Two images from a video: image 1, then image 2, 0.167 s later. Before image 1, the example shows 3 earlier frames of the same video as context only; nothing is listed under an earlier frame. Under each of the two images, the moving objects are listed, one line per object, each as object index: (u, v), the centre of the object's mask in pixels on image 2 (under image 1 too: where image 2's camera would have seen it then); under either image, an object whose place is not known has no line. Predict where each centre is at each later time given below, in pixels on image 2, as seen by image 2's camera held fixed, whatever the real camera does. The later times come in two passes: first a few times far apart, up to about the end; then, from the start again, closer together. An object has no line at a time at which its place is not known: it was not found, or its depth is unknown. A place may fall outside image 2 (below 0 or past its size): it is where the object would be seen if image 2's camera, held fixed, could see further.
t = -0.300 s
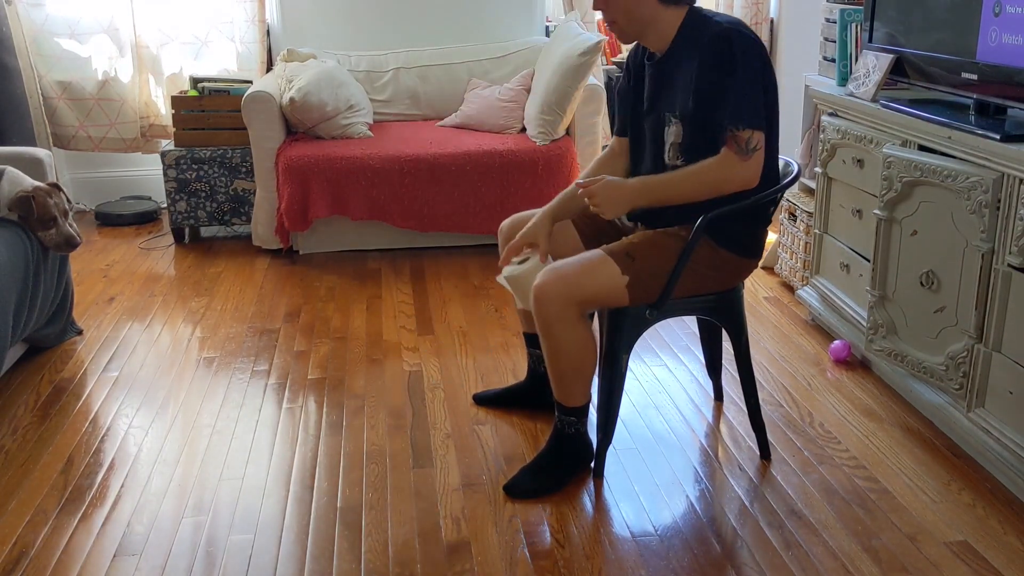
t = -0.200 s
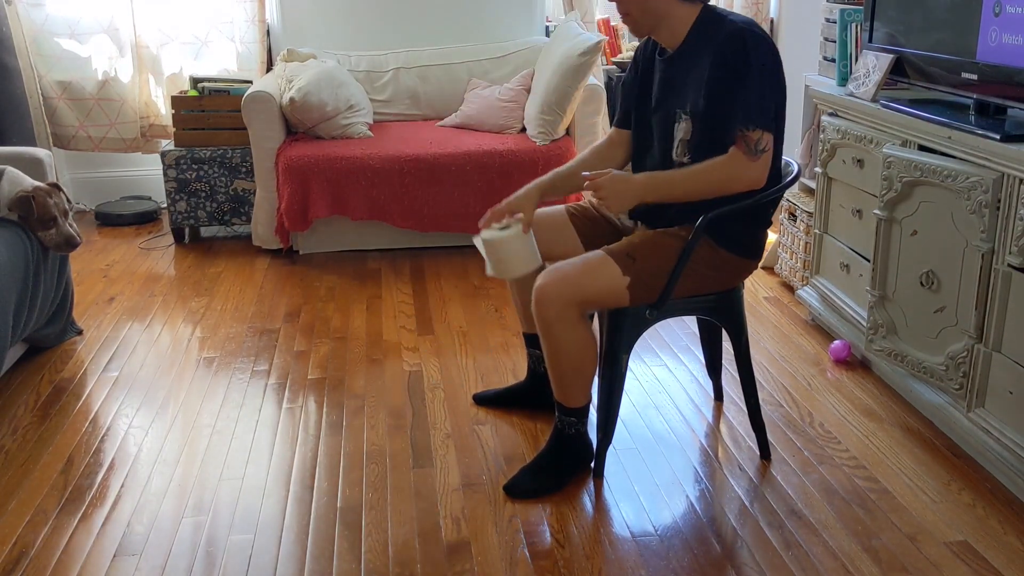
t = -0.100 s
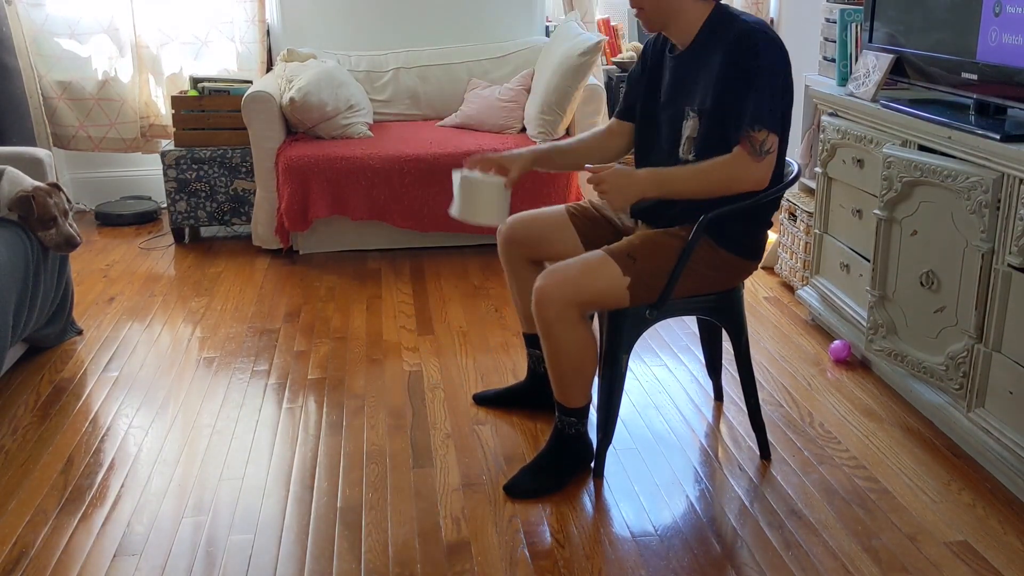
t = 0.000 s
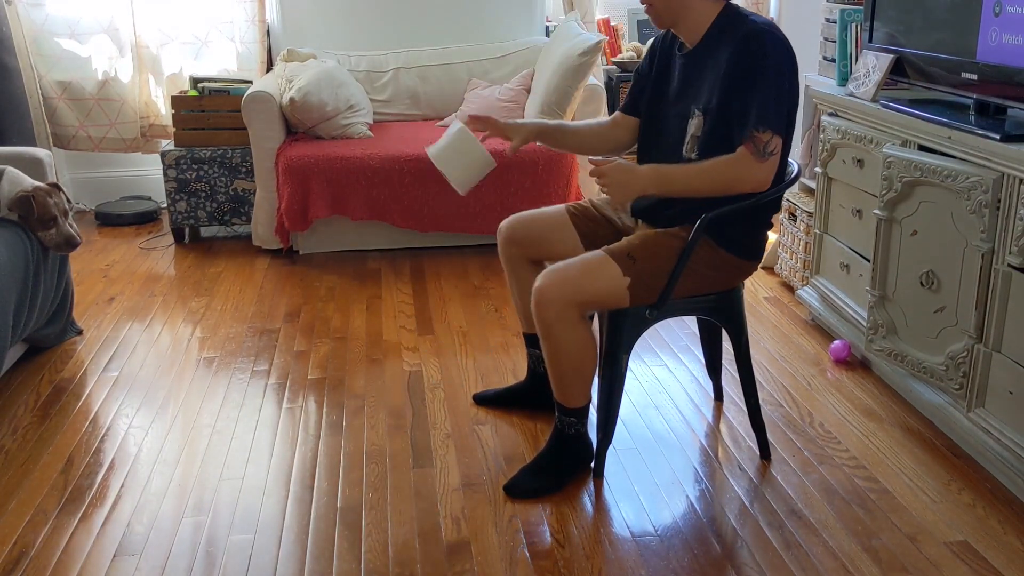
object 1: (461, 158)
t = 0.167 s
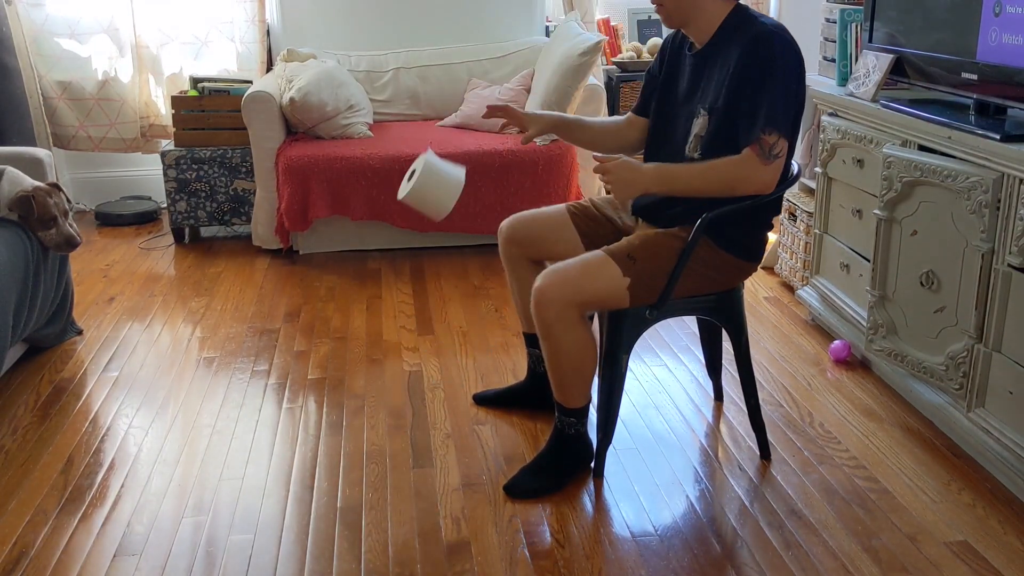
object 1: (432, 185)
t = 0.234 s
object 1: (422, 227)
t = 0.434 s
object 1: (393, 433)
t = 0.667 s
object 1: (423, 415)
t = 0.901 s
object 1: (466, 429)
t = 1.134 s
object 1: (492, 437)
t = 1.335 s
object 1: (510, 440)
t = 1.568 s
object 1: (510, 441)
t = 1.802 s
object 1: (510, 441)
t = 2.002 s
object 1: (510, 441)
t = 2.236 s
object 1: (509, 441)
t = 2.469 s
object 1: (509, 441)
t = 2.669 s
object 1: (509, 441)
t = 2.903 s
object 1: (509, 441)
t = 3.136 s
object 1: (509, 441)
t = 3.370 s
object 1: (509, 441)
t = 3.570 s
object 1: (509, 441)
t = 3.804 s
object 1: (509, 441)
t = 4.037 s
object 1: (509, 441)
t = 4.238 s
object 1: (509, 441)
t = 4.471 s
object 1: (510, 441)
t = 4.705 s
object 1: (511, 441)
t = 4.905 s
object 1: (511, 441)
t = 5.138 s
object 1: (510, 441)
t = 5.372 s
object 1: (511, 441)
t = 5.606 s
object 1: (510, 441)
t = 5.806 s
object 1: (511, 441)
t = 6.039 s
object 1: (510, 441)
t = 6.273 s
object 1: (511, 441)
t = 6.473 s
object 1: (511, 441)
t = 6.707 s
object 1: (511, 441)
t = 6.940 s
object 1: (511, 441)
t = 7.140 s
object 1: (511, 441)
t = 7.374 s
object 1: (511, 441)
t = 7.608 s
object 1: (511, 441)
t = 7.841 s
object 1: (510, 441)
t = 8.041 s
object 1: (510, 441)
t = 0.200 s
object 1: (427, 204)
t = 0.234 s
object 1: (422, 227)
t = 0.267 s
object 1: (417, 254)
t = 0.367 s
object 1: (403, 353)
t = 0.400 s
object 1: (397, 393)
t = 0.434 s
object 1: (393, 433)
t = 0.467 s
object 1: (397, 424)
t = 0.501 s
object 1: (402, 412)
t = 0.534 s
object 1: (407, 406)
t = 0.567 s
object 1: (411, 402)
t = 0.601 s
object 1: (415, 403)
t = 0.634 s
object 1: (419, 408)
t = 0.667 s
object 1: (423, 415)
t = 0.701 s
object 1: (428, 429)
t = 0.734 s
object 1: (435, 432)
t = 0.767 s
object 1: (442, 429)
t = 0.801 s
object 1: (450, 431)
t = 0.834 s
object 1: (458, 434)
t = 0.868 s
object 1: (462, 430)
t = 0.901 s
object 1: (466, 429)
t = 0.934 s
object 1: (470, 432)
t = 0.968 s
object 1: (473, 431)
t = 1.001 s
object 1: (476, 431)
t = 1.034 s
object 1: (479, 431)
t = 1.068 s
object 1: (482, 432)
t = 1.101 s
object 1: (487, 434)
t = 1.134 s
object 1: (492, 437)
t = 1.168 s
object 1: (497, 440)
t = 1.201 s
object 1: (502, 439)
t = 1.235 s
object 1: (506, 440)
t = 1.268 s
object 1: (508, 440)
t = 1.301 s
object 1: (509, 440)
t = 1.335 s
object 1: (510, 440)
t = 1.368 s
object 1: (510, 441)
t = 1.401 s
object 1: (510, 441)
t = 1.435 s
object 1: (510, 441)
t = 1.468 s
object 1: (511, 441)
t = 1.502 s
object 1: (510, 441)
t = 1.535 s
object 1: (510, 441)
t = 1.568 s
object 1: (510, 441)
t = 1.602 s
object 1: (510, 441)
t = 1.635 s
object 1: (510, 441)
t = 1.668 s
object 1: (510, 441)
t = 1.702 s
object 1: (510, 441)
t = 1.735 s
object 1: (510, 441)
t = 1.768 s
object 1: (510, 441)
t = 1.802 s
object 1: (510, 441)
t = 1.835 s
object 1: (510, 441)
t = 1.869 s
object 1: (510, 441)
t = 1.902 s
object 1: (510, 441)
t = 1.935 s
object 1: (510, 441)
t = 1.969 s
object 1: (510, 441)
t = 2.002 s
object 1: (510, 441)
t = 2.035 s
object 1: (510, 441)
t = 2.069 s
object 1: (510, 441)
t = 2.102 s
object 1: (510, 441)
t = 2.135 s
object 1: (509, 441)
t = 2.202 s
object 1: (509, 441)
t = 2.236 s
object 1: (509, 441)
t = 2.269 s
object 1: (509, 441)
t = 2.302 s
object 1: (509, 441)
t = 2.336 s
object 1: (509, 441)
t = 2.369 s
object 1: (509, 441)
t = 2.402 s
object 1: (509, 441)
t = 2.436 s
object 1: (509, 441)
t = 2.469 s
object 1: (509, 441)
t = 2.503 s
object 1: (509, 441)
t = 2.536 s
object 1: (509, 441)
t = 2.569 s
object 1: (509, 441)
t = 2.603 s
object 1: (509, 441)
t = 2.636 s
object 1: (509, 441)
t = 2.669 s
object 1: (509, 441)
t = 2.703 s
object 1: (509, 441)
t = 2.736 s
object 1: (509, 441)
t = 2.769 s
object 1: (509, 441)
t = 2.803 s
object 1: (509, 441)
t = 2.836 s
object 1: (509, 441)
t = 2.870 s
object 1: (509, 441)
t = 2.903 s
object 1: (509, 441)
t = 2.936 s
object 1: (509, 441)
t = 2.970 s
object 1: (509, 441)
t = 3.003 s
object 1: (509, 441)
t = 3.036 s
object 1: (509, 441)
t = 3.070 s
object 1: (509, 441)
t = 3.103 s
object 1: (509, 441)
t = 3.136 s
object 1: (509, 441)
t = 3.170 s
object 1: (509, 441)
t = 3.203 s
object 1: (509, 441)
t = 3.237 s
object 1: (509, 441)
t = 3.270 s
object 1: (509, 441)
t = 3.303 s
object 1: (509, 441)
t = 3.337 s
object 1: (509, 441)
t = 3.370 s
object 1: (509, 441)
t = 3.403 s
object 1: (509, 441)
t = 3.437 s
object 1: (509, 441)
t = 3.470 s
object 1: (509, 441)
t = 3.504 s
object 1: (509, 441)
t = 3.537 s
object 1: (509, 441)
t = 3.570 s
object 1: (509, 441)
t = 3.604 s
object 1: (509, 441)
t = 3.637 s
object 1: (509, 441)
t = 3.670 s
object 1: (509, 441)
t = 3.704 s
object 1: (509, 441)
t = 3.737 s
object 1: (509, 441)
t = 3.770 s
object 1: (509, 441)
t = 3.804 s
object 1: (509, 441)
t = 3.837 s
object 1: (510, 441)
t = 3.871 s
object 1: (509, 441)
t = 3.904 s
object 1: (510, 441)
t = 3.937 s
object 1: (510, 441)
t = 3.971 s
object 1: (510, 441)
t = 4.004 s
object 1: (510, 441)
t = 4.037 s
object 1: (509, 441)
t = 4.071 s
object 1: (510, 441)
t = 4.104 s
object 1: (510, 441)
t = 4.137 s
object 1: (510, 441)
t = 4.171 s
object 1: (510, 441)
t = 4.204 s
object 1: (510, 441)
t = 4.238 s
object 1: (509, 441)
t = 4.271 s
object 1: (510, 441)
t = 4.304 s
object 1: (510, 441)
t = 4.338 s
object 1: (509, 441)
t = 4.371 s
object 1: (510, 441)
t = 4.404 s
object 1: (510, 441)
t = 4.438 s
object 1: (510, 441)
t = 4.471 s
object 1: (510, 441)
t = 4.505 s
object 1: (510, 441)
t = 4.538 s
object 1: (510, 441)
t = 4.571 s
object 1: (510, 441)
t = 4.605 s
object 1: (509, 441)
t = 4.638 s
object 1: (510, 441)
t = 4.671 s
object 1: (510, 441)
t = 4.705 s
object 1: (511, 441)
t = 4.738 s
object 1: (510, 441)
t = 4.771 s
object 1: (510, 441)
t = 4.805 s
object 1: (511, 441)
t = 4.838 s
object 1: (510, 441)
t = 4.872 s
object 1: (511, 441)
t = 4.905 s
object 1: (511, 441)
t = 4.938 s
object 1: (510, 441)
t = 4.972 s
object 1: (510, 441)
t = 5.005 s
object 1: (510, 441)
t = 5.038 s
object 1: (510, 441)
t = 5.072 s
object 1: (511, 441)
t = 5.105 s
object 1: (510, 441)
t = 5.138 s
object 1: (510, 441)
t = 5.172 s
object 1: (511, 441)
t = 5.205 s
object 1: (511, 441)
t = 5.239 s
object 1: (510, 441)
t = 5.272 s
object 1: (510, 441)
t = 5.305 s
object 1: (510, 441)
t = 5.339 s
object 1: (511, 441)
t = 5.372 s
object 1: (511, 441)
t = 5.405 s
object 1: (511, 441)
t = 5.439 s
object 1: (511, 441)
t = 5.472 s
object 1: (511, 441)
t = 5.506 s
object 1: (511, 441)
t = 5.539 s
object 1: (510, 441)
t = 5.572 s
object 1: (510, 441)
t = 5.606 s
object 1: (510, 441)
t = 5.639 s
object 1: (511, 441)
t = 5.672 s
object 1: (510, 441)
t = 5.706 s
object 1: (510, 441)
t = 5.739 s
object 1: (511, 441)
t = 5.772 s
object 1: (510, 441)
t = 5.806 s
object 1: (511, 441)
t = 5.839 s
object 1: (511, 441)
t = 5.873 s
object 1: (511, 441)
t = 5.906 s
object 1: (511, 441)
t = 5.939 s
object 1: (510, 441)
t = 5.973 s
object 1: (510, 441)
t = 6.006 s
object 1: (510, 441)
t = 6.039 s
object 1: (510, 441)
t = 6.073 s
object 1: (510, 441)
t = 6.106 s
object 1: (510, 441)
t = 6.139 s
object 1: (511, 441)
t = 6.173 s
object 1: (511, 441)
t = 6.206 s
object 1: (511, 441)
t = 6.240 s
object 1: (511, 441)
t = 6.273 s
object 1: (511, 441)
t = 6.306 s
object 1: (511, 441)
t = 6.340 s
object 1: (511, 441)
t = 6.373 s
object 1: (511, 441)
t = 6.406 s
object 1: (511, 441)
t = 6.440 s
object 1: (511, 441)
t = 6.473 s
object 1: (511, 441)
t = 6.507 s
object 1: (511, 441)
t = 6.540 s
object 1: (510, 441)
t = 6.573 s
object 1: (511, 441)
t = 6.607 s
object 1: (510, 441)
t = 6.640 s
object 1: (511, 441)
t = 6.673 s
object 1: (511, 441)
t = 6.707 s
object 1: (511, 441)
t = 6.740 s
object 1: (511, 441)
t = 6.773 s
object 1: (511, 441)
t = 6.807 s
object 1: (511, 441)
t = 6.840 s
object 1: (511, 441)
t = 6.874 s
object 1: (511, 441)
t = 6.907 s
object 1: (510, 441)
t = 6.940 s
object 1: (511, 441)
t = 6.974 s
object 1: (510, 441)
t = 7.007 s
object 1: (510, 441)
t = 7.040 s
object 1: (511, 441)
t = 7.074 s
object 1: (511, 441)
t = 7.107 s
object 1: (510, 441)
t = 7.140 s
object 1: (511, 441)
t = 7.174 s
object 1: (511, 441)
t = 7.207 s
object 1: (511, 441)
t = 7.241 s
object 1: (511, 441)
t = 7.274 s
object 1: (511, 441)
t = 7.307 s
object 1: (511, 441)
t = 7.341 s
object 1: (510, 441)
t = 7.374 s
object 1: (511, 441)
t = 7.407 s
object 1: (511, 441)
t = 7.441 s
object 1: (511, 441)
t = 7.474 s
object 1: (510, 441)
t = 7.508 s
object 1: (511, 441)
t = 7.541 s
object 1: (511, 441)
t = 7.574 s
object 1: (511, 441)
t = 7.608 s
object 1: (511, 441)
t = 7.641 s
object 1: (510, 441)
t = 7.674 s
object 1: (511, 441)
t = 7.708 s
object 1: (510, 441)
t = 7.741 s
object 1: (510, 441)
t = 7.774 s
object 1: (510, 441)
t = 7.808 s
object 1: (510, 441)
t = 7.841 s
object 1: (510, 441)
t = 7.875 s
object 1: (510, 441)
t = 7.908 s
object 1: (511, 441)
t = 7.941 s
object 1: (510, 441)
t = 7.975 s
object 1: (510, 441)
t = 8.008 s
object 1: (511, 441)
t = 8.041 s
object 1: (510, 441)
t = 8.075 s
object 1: (510, 441)
